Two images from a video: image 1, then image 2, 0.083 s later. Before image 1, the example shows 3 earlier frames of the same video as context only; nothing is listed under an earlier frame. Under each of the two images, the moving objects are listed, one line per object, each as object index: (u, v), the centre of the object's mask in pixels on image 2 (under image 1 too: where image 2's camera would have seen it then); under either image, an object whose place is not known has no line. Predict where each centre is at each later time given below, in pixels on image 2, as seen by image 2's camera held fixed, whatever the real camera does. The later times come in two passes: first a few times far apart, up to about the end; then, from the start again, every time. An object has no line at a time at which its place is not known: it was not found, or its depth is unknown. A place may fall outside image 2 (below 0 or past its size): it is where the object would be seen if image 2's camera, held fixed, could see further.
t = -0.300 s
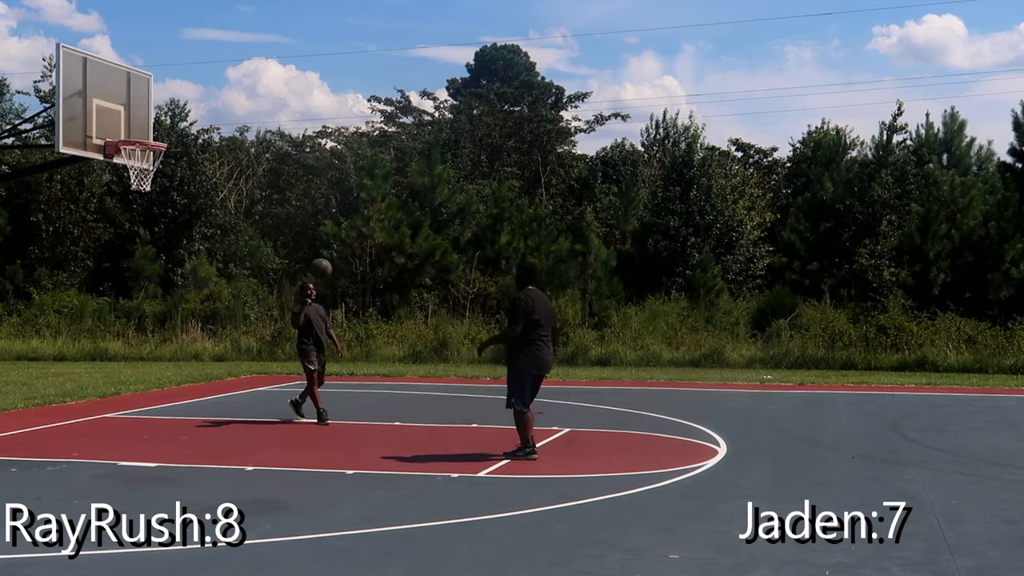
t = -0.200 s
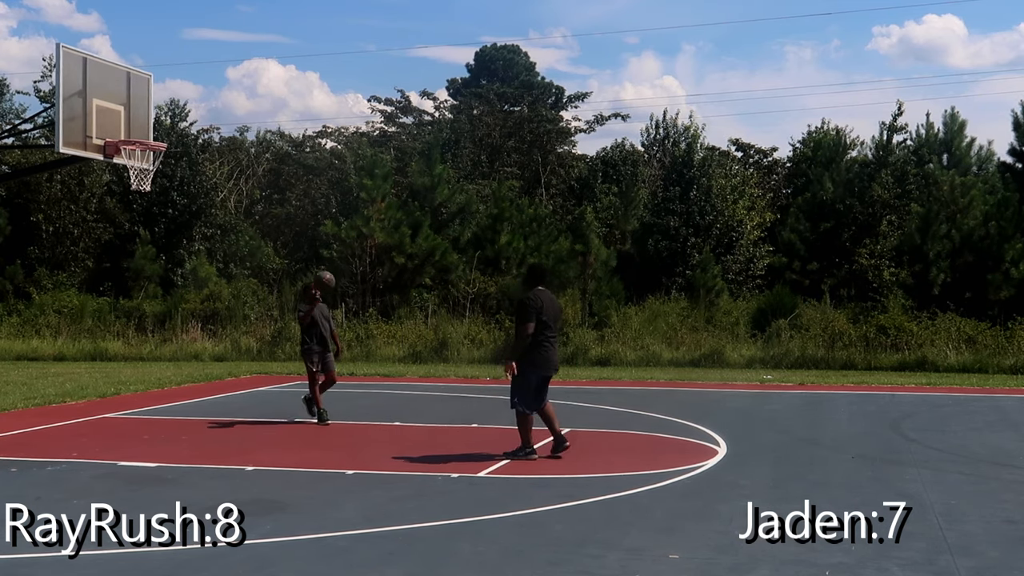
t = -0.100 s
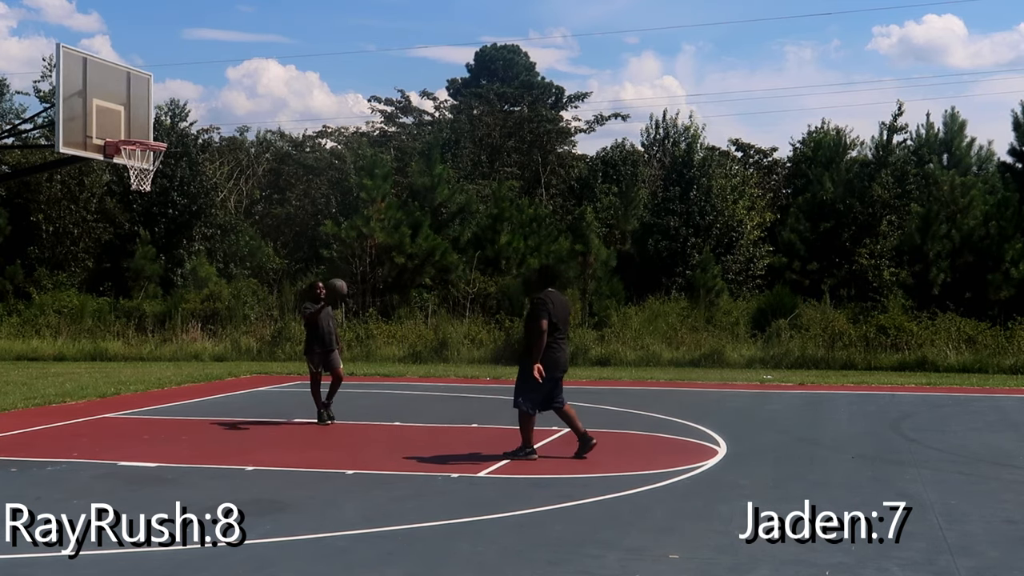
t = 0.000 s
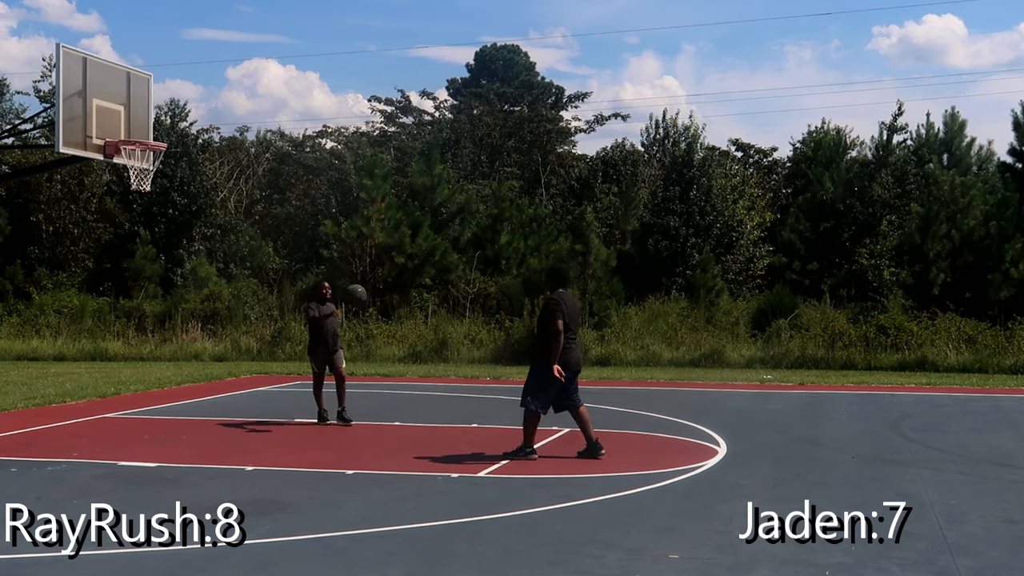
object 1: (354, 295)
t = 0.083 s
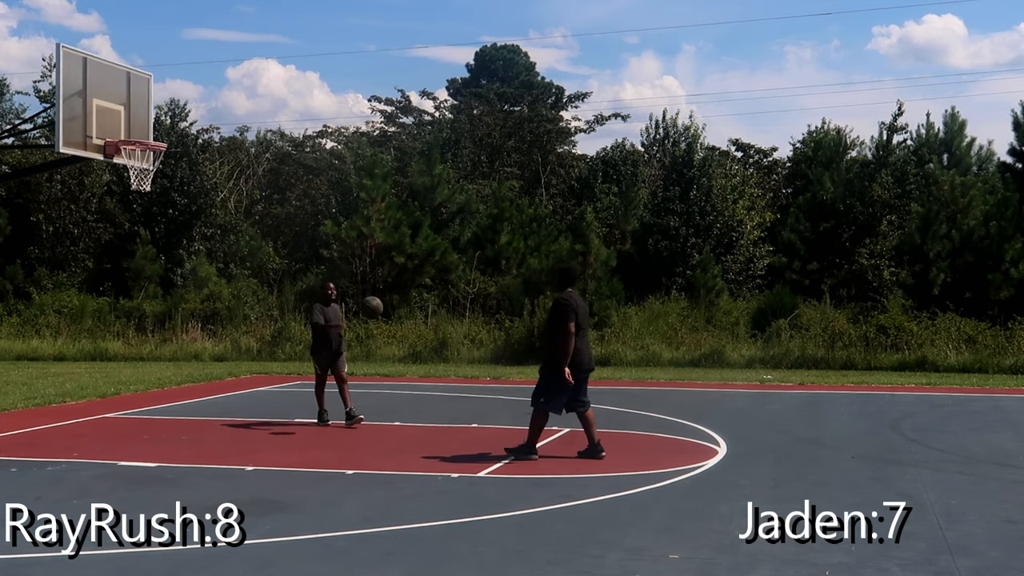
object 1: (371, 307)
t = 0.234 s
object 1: (401, 347)
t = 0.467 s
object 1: (448, 418)
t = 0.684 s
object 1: (489, 355)
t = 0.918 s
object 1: (538, 338)
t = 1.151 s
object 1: (583, 381)
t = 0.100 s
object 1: (375, 311)
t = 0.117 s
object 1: (378, 314)
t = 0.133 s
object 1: (381, 318)
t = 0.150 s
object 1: (385, 322)
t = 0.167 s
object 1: (388, 326)
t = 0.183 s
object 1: (391, 331)
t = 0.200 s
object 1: (395, 336)
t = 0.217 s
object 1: (398, 342)
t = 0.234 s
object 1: (401, 347)
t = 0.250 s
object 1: (405, 353)
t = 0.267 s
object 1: (408, 359)
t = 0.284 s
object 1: (412, 365)
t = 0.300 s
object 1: (415, 372)
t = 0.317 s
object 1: (418, 380)
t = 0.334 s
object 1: (422, 387)
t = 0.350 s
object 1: (426, 395)
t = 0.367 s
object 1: (429, 402)
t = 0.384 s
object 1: (433, 410)
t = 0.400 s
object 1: (437, 419)
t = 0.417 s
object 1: (440, 428)
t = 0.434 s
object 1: (443, 431)
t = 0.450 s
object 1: (446, 424)
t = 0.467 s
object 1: (448, 418)
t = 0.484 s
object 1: (452, 412)
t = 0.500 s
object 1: (455, 406)
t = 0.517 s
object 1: (458, 400)
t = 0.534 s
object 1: (461, 394)
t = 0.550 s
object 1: (464, 388)
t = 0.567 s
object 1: (467, 383)
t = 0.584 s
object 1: (470, 379)
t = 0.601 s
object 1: (474, 374)
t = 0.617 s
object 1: (477, 370)
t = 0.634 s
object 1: (480, 366)
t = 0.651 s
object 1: (483, 362)
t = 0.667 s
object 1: (486, 359)
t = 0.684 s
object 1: (489, 355)
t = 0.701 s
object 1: (493, 353)
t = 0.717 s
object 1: (496, 351)
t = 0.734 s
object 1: (499, 349)
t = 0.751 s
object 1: (503, 346)
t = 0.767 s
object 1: (506, 344)
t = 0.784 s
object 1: (508, 346)
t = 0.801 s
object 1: (512, 341)
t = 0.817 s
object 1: (515, 344)
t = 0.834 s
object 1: (517, 344)
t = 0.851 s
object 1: (520, 342)
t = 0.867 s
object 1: (525, 339)
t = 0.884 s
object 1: (532, 337)
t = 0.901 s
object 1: (534, 337)
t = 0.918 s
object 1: (538, 338)
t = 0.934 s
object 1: (540, 340)
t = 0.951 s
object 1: (544, 341)
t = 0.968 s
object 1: (546, 342)
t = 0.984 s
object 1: (551, 344)
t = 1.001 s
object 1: (554, 346)
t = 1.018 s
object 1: (558, 347)
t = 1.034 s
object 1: (560, 352)
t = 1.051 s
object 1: (563, 355)
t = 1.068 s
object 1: (566, 358)
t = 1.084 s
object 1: (570, 362)
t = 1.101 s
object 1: (574, 366)
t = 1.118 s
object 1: (577, 371)
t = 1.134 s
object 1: (580, 375)
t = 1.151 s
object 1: (583, 381)
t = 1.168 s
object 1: (588, 386)
